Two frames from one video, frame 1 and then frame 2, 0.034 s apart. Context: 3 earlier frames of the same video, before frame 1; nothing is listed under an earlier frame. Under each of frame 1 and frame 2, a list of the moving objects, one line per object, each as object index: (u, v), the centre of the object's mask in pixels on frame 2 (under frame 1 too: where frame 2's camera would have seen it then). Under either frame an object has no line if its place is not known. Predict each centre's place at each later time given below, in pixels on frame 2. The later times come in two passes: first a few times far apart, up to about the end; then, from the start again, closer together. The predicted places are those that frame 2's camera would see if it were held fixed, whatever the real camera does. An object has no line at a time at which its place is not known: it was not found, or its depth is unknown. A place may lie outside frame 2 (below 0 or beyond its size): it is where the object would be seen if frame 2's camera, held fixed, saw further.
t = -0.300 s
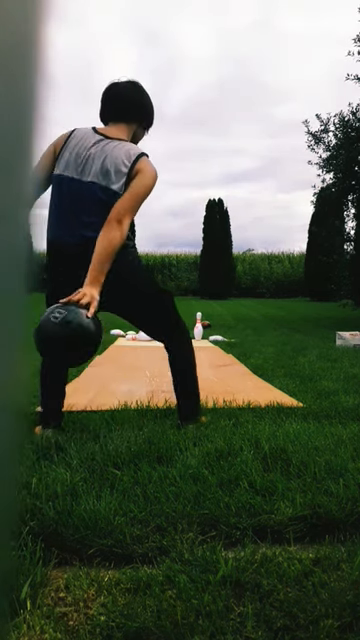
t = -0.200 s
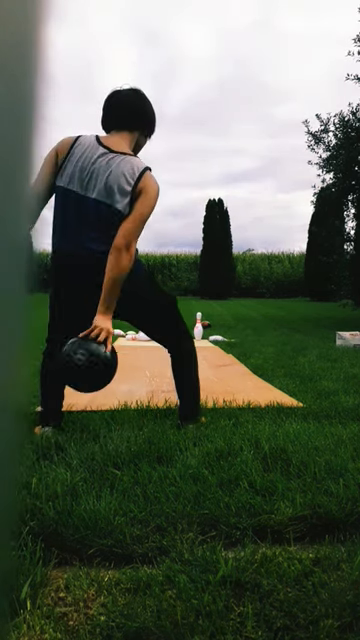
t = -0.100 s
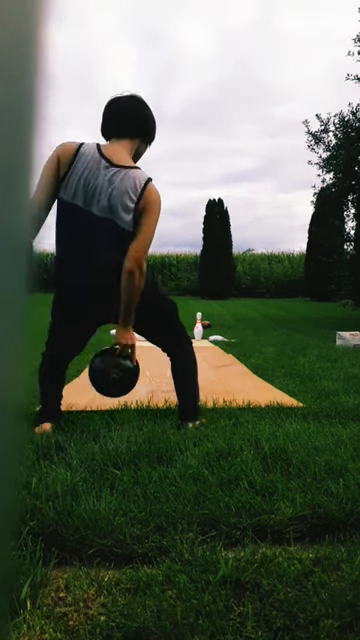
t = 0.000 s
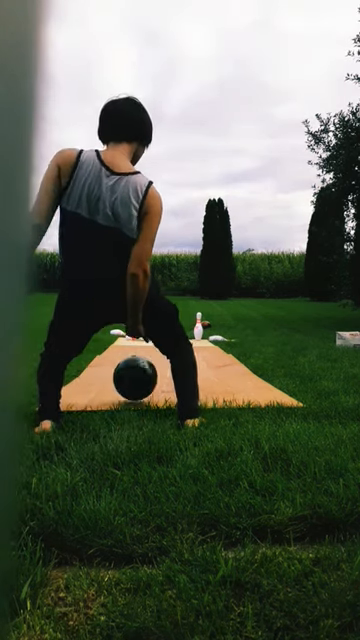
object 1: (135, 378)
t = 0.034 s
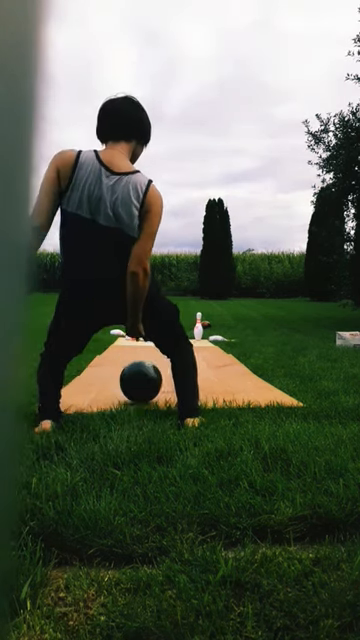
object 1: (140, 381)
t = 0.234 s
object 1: (157, 368)
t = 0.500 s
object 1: (172, 356)
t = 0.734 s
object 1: (179, 347)
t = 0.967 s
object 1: (184, 343)
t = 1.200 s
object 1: (188, 339)
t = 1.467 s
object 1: (192, 335)
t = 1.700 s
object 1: (194, 332)
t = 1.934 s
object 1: (193, 330)
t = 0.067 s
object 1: (144, 378)
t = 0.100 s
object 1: (148, 375)
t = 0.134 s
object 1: (151, 372)
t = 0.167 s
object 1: (154, 371)
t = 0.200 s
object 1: (156, 370)
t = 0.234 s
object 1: (157, 368)
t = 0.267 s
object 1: (157, 367)
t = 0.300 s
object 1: (157, 366)
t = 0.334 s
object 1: (157, 366)
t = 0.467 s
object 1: (171, 358)
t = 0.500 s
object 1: (172, 356)
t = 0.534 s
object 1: (173, 355)
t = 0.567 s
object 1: (174, 353)
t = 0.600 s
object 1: (176, 352)
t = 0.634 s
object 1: (177, 350)
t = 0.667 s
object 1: (178, 349)
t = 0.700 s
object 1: (178, 348)
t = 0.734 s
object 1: (179, 347)
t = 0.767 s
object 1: (180, 346)
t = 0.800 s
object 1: (181, 345)
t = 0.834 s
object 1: (182, 345)
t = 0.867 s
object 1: (183, 344)
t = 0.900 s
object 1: (183, 344)
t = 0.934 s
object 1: (184, 344)
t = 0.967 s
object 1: (184, 343)
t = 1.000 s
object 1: (185, 342)
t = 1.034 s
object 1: (186, 342)
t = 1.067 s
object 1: (186, 341)
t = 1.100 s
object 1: (187, 340)
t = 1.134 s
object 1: (187, 340)
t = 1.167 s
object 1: (188, 339)
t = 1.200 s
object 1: (188, 339)
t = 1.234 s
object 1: (188, 338)
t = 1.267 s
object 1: (189, 337)
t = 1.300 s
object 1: (189, 337)
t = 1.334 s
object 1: (190, 337)
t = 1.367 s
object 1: (190, 337)
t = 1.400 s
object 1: (191, 336)
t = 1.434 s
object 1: (192, 336)
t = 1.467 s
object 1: (192, 335)
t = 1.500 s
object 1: (192, 335)
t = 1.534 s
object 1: (193, 334)
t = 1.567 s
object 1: (193, 334)
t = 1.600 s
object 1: (194, 334)
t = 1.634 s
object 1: (194, 333)
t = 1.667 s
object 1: (194, 333)
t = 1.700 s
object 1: (194, 332)
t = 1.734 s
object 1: (194, 332)
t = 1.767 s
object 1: (193, 332)
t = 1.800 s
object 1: (193, 332)
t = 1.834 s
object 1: (193, 331)
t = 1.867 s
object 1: (193, 331)
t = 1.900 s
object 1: (193, 331)
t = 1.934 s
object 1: (193, 330)
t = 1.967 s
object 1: (193, 330)
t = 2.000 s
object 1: (193, 330)
